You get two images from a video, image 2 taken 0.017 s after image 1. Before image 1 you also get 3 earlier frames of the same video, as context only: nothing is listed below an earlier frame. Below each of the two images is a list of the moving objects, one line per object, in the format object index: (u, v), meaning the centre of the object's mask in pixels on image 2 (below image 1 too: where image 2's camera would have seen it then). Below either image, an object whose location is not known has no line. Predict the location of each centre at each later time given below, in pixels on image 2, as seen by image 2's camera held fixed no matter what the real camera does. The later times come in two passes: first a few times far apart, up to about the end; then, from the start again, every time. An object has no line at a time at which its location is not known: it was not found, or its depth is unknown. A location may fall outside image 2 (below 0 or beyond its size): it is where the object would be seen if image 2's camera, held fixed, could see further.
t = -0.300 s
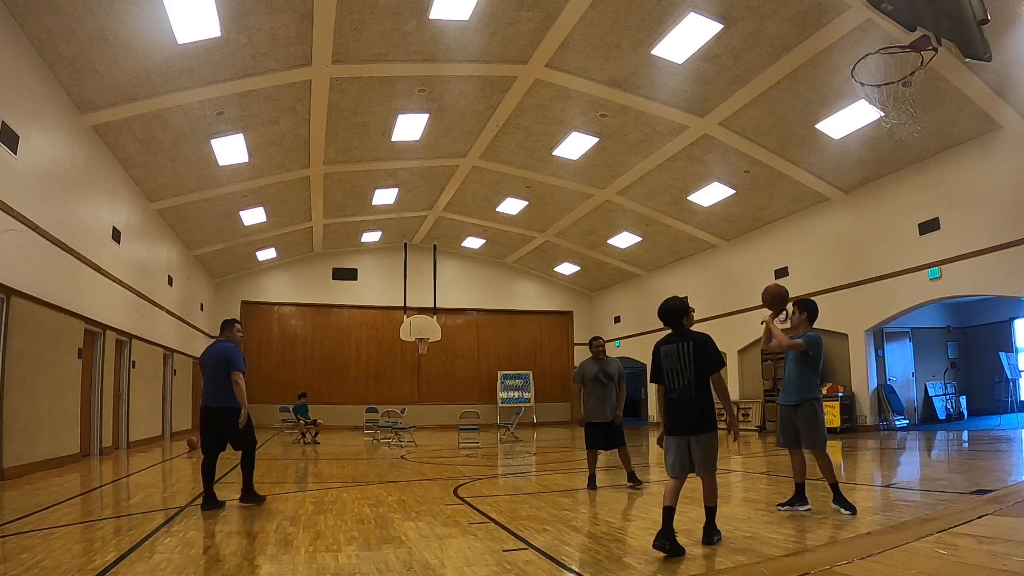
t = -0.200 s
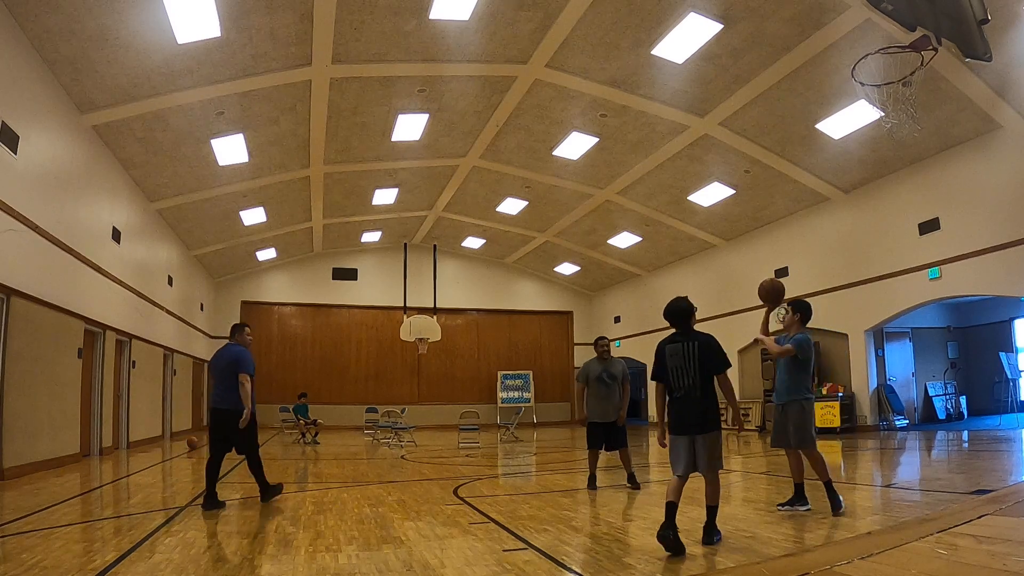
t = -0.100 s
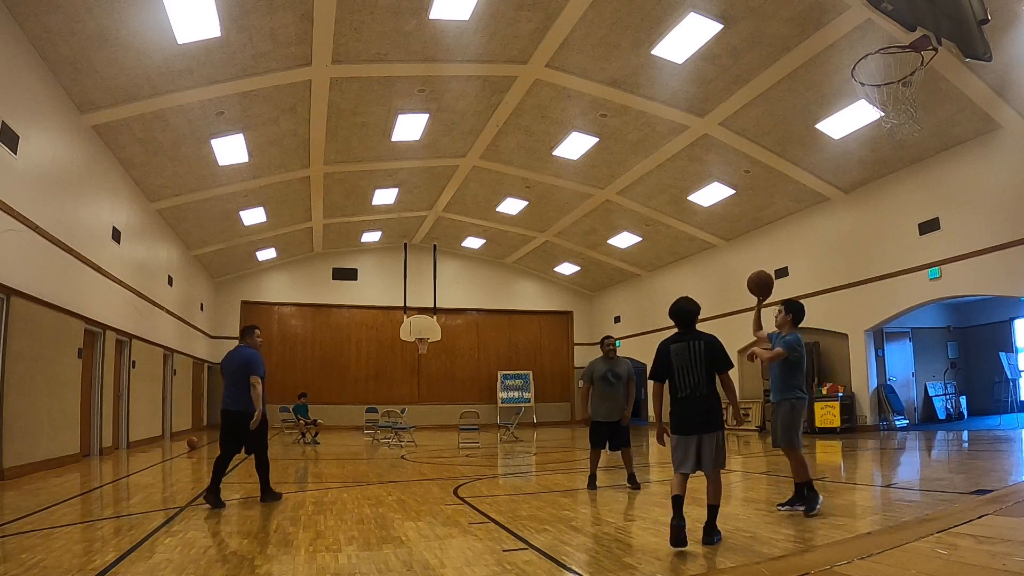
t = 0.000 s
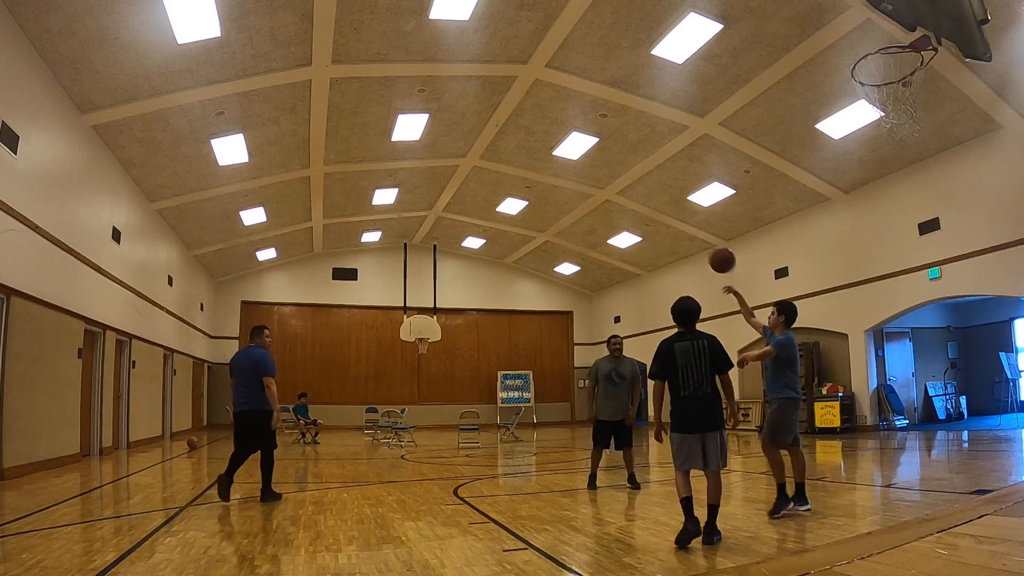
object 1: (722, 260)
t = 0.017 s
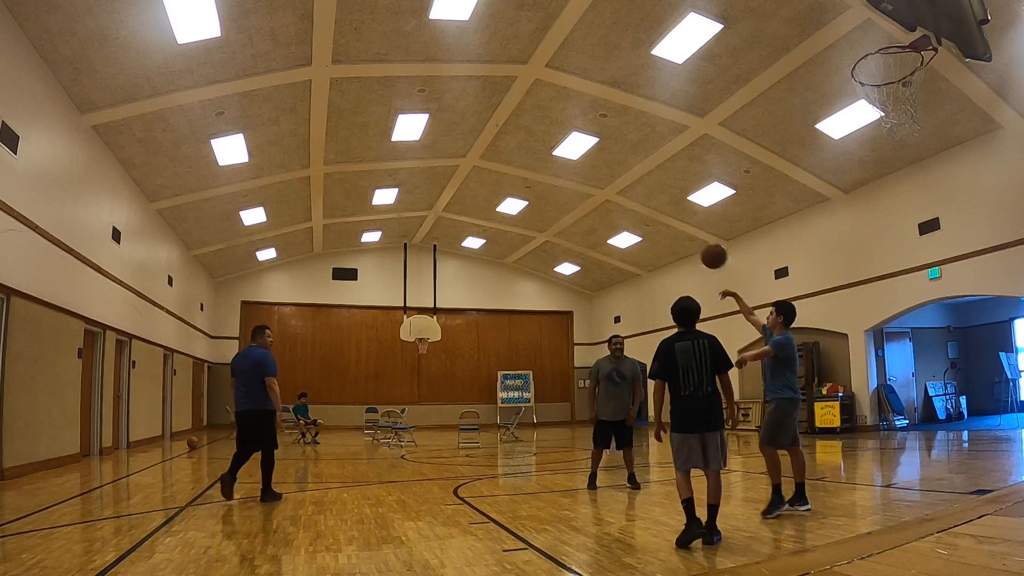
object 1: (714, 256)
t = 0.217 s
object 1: (621, 230)
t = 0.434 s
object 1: (540, 249)
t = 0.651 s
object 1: (470, 302)
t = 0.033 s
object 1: (705, 252)
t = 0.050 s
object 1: (697, 249)
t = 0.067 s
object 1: (689, 246)
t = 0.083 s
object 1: (681, 243)
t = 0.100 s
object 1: (673, 240)
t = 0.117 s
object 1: (666, 238)
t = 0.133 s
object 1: (658, 236)
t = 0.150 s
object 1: (651, 234)
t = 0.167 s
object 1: (644, 233)
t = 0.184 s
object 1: (637, 232)
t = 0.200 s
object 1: (629, 230)
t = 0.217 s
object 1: (621, 230)
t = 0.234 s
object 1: (615, 230)
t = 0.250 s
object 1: (608, 230)
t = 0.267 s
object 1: (601, 231)
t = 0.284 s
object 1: (595, 232)
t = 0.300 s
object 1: (588, 233)
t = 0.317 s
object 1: (582, 234)
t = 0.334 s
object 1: (576, 236)
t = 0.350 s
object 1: (569, 237)
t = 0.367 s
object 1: (563, 239)
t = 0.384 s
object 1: (557, 241)
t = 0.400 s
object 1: (551, 243)
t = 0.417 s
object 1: (545, 246)
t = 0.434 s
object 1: (540, 249)
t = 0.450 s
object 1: (534, 252)
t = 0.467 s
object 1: (528, 255)
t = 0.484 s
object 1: (523, 258)
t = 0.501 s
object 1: (517, 262)
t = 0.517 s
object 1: (512, 266)
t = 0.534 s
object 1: (506, 269)
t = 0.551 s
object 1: (501, 274)
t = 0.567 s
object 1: (495, 278)
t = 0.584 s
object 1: (490, 282)
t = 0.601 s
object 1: (485, 287)
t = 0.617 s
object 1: (480, 292)
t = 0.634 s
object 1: (475, 297)
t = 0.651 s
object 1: (470, 302)
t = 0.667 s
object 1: (465, 308)
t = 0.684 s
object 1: (460, 314)
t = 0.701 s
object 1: (455, 319)
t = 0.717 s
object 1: (451, 326)
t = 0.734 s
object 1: (446, 332)
